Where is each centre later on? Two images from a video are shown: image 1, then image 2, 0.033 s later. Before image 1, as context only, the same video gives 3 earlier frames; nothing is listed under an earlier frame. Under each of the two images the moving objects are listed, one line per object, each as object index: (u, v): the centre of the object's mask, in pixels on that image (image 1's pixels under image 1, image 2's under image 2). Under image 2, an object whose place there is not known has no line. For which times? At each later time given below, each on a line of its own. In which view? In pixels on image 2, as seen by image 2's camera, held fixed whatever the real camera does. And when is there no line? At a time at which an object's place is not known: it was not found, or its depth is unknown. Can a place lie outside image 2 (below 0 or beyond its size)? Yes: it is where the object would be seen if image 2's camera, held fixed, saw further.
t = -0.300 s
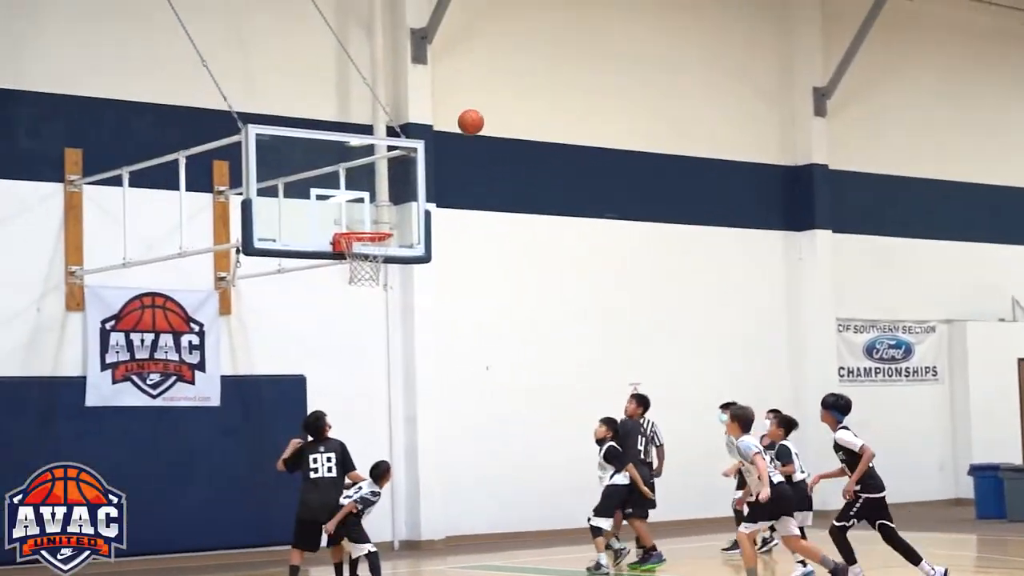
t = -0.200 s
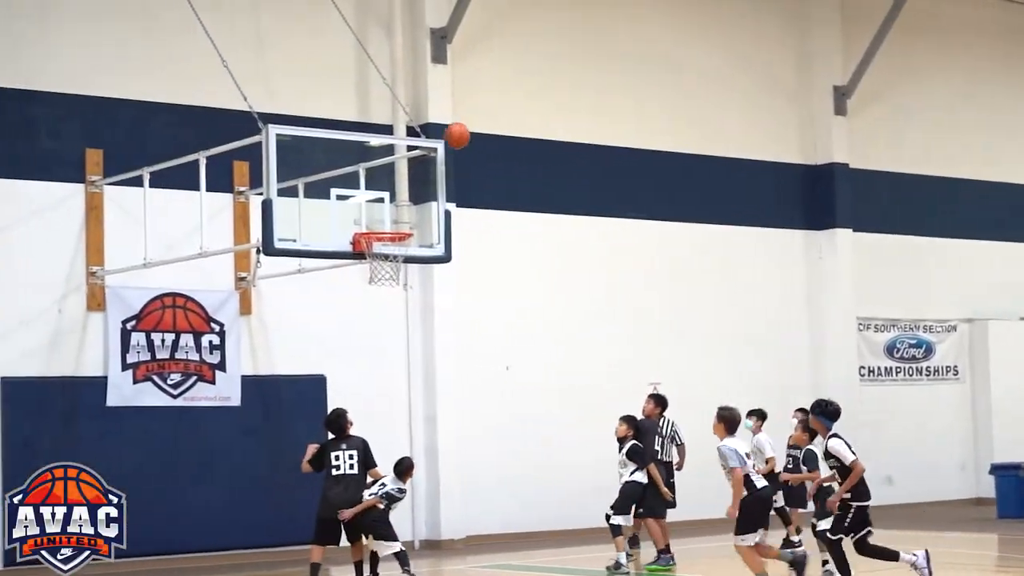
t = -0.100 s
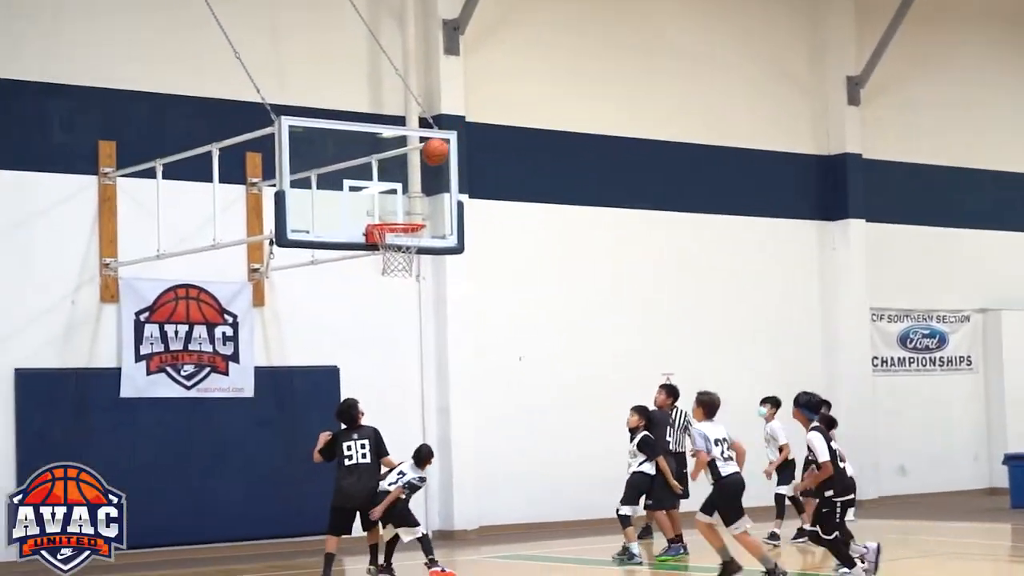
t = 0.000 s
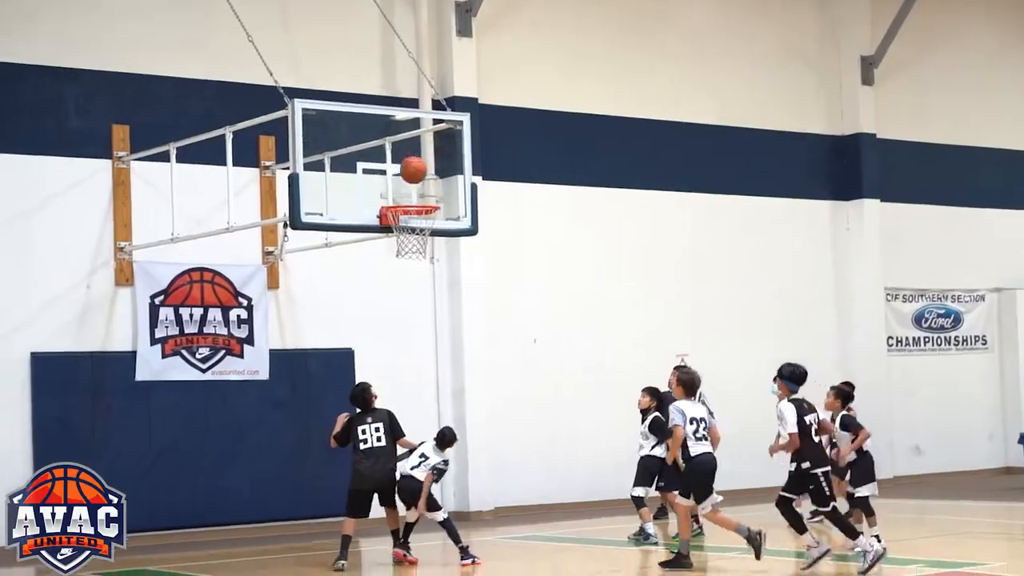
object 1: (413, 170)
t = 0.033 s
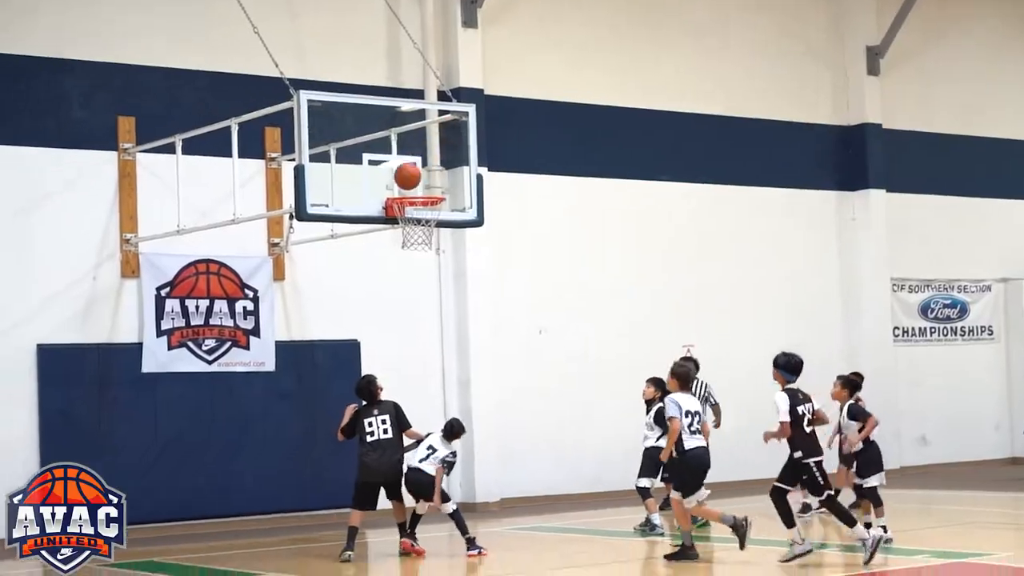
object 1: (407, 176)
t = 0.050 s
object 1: (401, 184)
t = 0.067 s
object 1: (397, 189)
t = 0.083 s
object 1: (402, 185)
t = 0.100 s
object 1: (408, 181)
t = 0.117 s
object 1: (414, 176)
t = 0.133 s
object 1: (419, 171)
